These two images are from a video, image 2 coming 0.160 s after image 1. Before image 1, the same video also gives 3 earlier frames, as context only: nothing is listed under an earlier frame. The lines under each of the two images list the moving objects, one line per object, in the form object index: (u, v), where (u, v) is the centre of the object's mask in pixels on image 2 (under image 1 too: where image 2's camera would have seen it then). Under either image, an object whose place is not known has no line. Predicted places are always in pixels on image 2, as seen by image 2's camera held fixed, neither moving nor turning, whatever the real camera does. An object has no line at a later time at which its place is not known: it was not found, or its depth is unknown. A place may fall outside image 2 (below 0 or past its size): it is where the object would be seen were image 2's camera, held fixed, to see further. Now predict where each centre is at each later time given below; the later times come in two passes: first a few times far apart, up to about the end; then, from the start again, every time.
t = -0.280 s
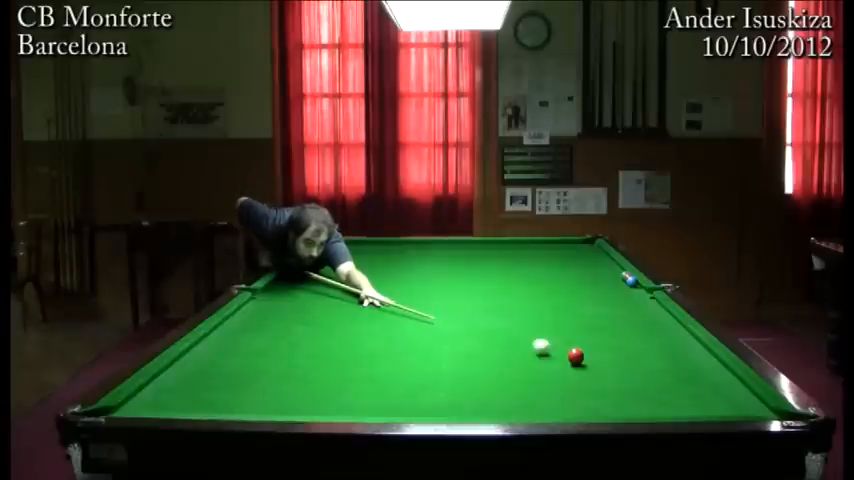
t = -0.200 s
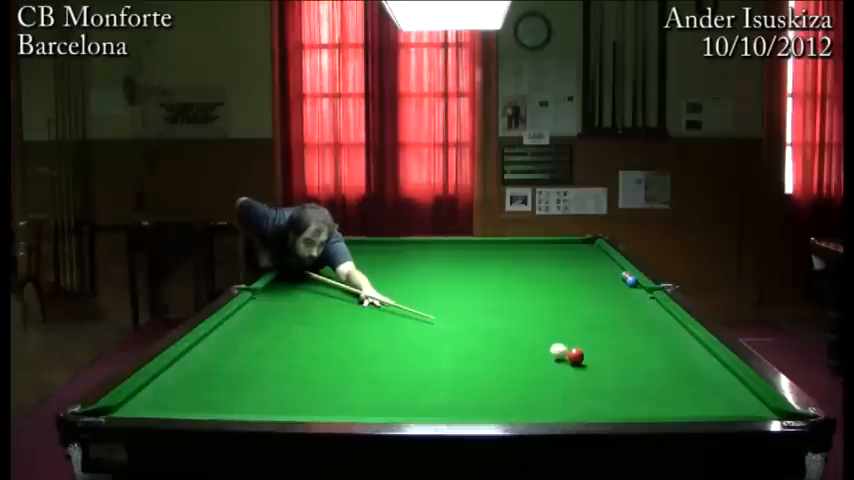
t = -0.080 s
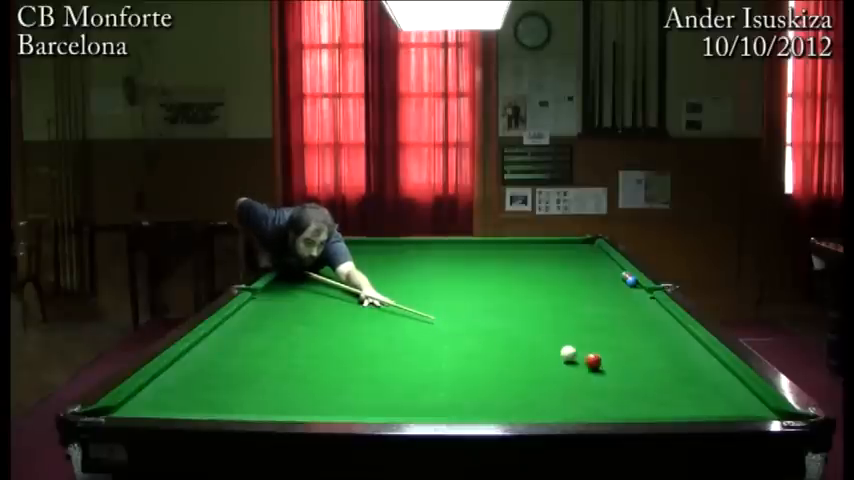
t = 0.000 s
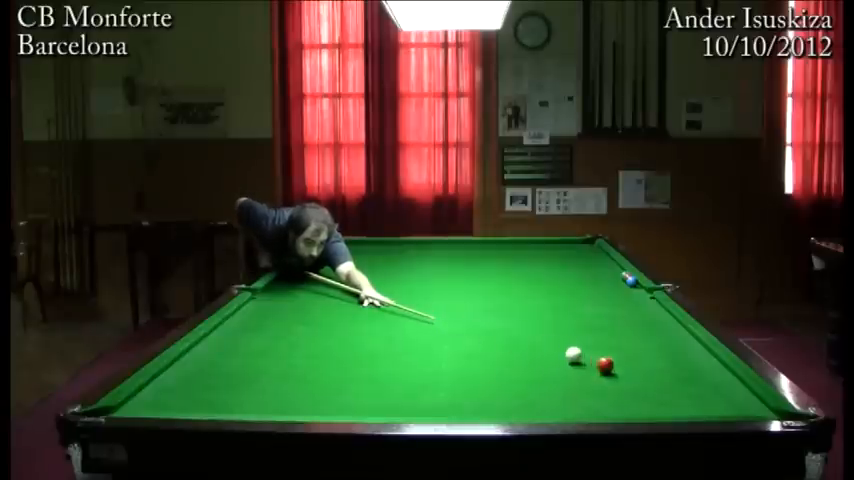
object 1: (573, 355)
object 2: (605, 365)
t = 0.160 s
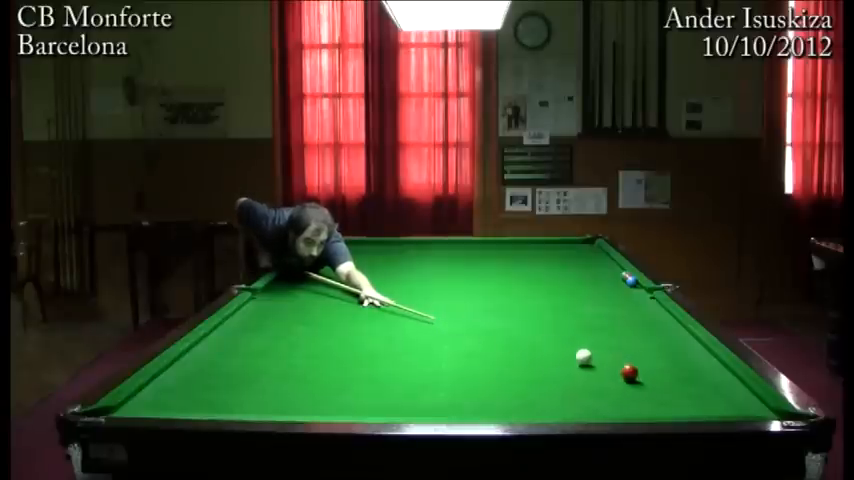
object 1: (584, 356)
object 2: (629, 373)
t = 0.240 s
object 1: (588, 357)
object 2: (642, 376)
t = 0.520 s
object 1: (603, 361)
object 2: (686, 389)
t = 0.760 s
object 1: (615, 363)
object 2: (725, 401)
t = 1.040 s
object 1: (626, 366)
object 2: (770, 410)
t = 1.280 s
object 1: (633, 367)
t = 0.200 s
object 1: (586, 357)
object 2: (635, 374)
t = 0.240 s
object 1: (588, 357)
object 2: (642, 376)
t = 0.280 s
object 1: (590, 358)
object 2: (648, 378)
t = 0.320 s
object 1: (593, 358)
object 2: (654, 380)
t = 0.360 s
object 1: (595, 359)
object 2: (660, 382)
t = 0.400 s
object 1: (597, 359)
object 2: (667, 384)
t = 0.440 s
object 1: (599, 360)
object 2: (673, 386)
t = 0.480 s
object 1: (601, 360)
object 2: (680, 387)
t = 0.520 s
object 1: (603, 361)
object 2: (686, 389)
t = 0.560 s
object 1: (605, 361)
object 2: (692, 391)
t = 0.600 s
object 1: (607, 362)
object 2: (699, 393)
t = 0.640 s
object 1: (609, 362)
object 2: (705, 395)
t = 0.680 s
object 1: (612, 363)
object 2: (712, 397)
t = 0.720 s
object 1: (613, 363)
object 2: (719, 399)
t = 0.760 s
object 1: (615, 363)
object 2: (725, 401)
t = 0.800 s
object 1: (617, 363)
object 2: (732, 402)
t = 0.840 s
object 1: (618, 364)
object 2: (738, 404)
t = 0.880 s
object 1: (620, 364)
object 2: (745, 405)
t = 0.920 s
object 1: (621, 365)
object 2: (751, 406)
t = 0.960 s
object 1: (623, 365)
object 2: (758, 408)
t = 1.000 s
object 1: (624, 365)
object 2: (764, 409)
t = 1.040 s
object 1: (626, 366)
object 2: (770, 410)
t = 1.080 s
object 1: (627, 366)
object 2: (777, 413)
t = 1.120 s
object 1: (628, 366)
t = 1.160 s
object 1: (630, 366)
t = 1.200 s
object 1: (631, 367)
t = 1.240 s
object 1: (632, 367)
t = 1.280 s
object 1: (633, 367)
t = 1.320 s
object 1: (634, 367)
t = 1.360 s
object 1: (635, 368)
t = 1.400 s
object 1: (636, 368)
